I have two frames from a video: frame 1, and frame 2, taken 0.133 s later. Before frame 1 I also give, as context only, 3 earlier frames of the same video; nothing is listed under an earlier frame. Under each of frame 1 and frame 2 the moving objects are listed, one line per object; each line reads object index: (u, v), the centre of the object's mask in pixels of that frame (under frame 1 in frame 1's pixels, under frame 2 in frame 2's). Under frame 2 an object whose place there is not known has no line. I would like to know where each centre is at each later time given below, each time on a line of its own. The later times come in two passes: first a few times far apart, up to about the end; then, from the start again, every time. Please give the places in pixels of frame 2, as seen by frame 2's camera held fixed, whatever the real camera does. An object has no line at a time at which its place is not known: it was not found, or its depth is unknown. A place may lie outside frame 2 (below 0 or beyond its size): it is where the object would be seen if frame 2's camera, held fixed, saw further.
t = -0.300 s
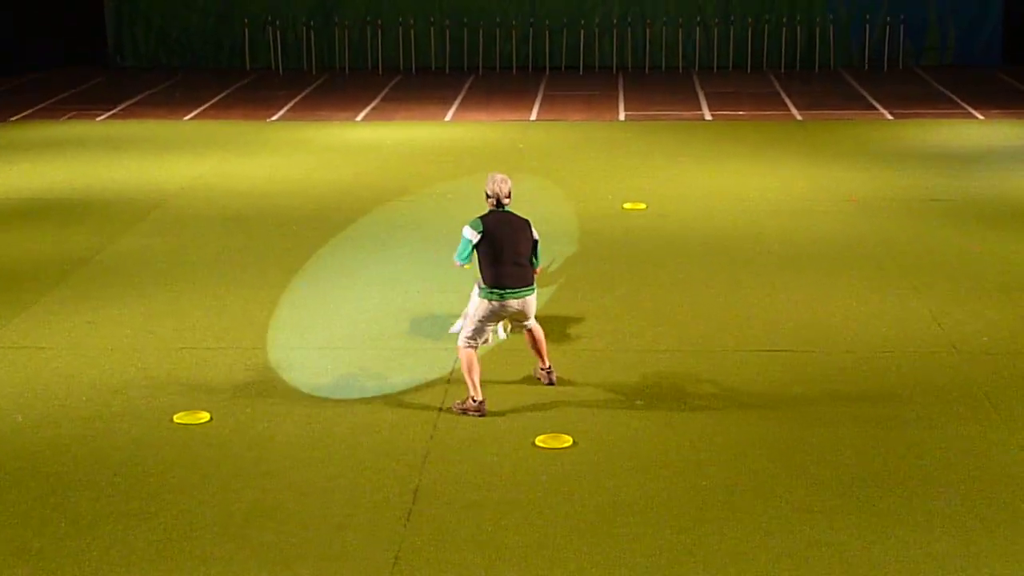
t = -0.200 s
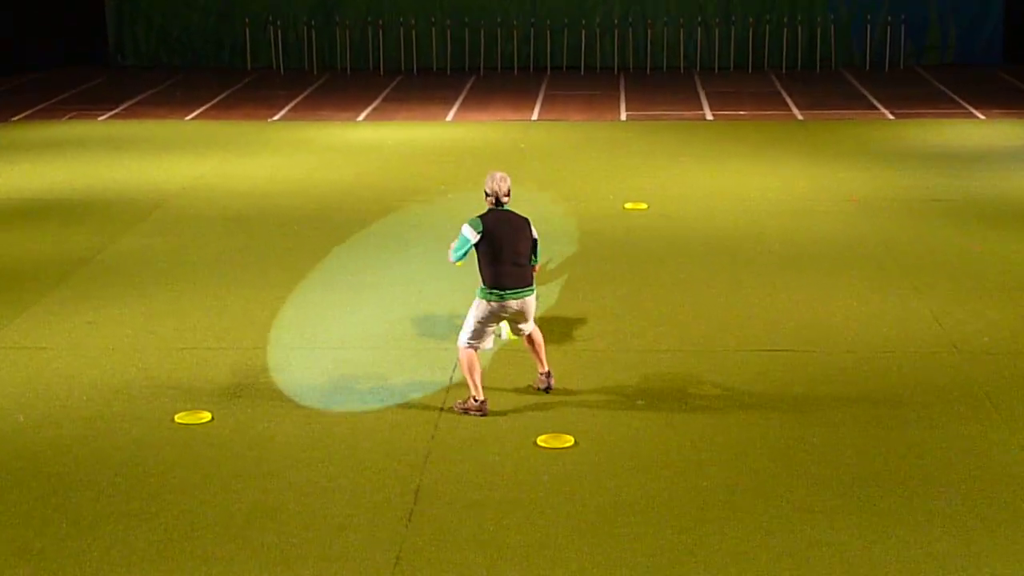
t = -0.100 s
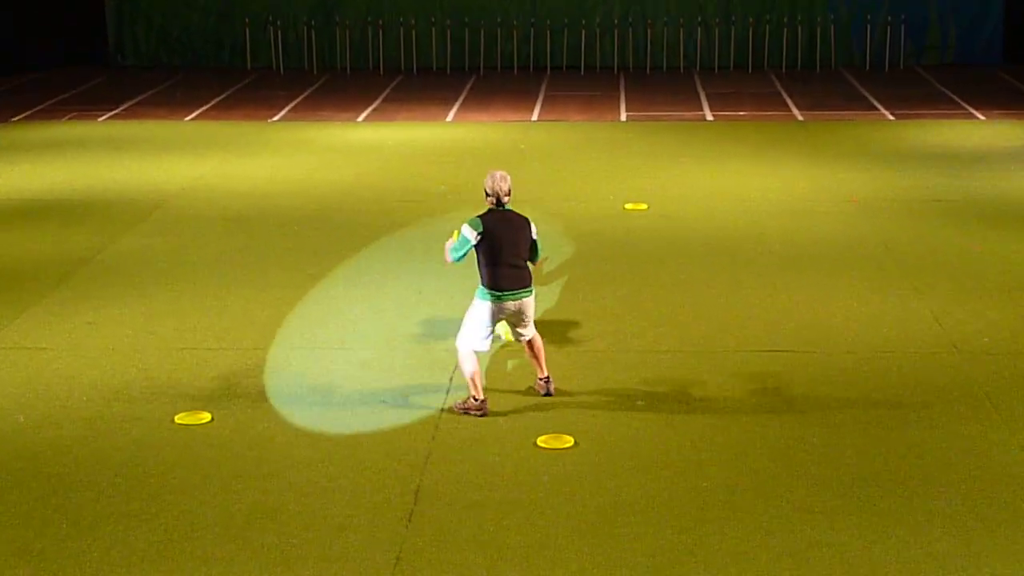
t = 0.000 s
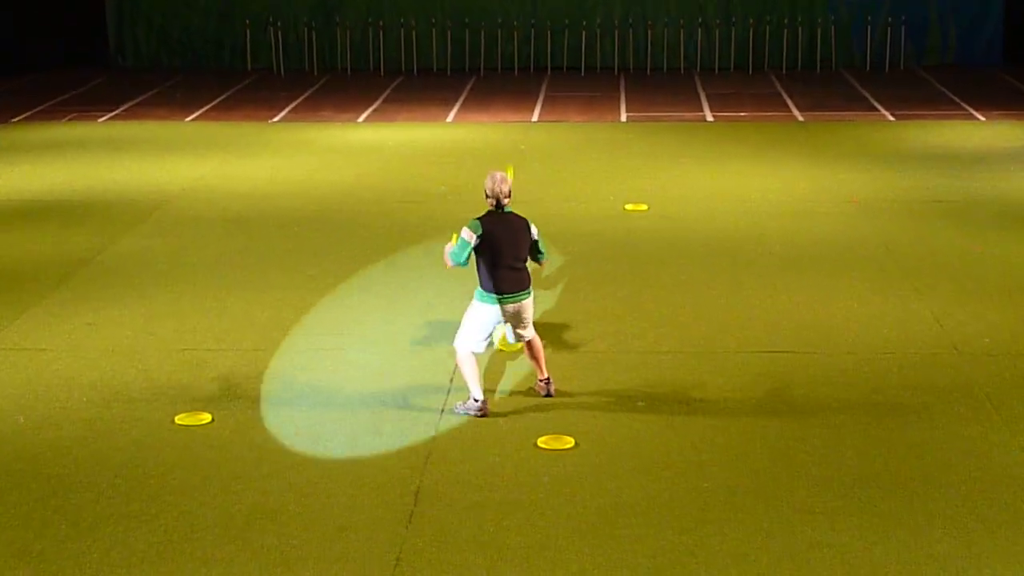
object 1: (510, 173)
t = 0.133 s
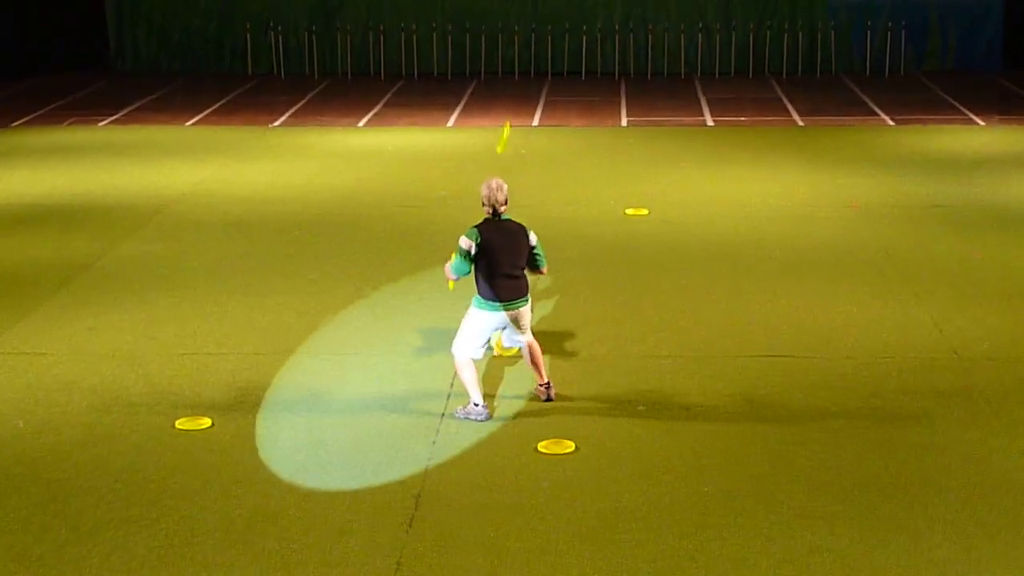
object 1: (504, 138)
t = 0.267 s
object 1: (500, 112)
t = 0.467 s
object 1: (493, 124)
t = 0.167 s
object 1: (502, 128)
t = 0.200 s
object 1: (503, 120)
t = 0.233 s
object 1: (500, 117)
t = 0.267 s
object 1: (500, 112)
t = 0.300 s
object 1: (499, 112)
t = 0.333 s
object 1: (497, 111)
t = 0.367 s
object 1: (497, 111)
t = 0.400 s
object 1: (495, 114)
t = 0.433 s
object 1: (494, 118)
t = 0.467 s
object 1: (493, 124)
